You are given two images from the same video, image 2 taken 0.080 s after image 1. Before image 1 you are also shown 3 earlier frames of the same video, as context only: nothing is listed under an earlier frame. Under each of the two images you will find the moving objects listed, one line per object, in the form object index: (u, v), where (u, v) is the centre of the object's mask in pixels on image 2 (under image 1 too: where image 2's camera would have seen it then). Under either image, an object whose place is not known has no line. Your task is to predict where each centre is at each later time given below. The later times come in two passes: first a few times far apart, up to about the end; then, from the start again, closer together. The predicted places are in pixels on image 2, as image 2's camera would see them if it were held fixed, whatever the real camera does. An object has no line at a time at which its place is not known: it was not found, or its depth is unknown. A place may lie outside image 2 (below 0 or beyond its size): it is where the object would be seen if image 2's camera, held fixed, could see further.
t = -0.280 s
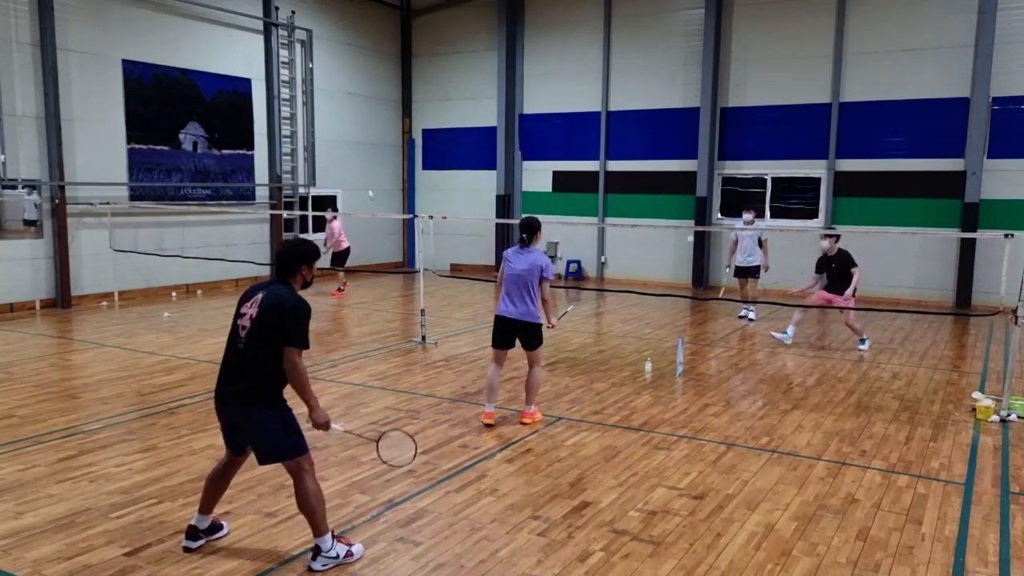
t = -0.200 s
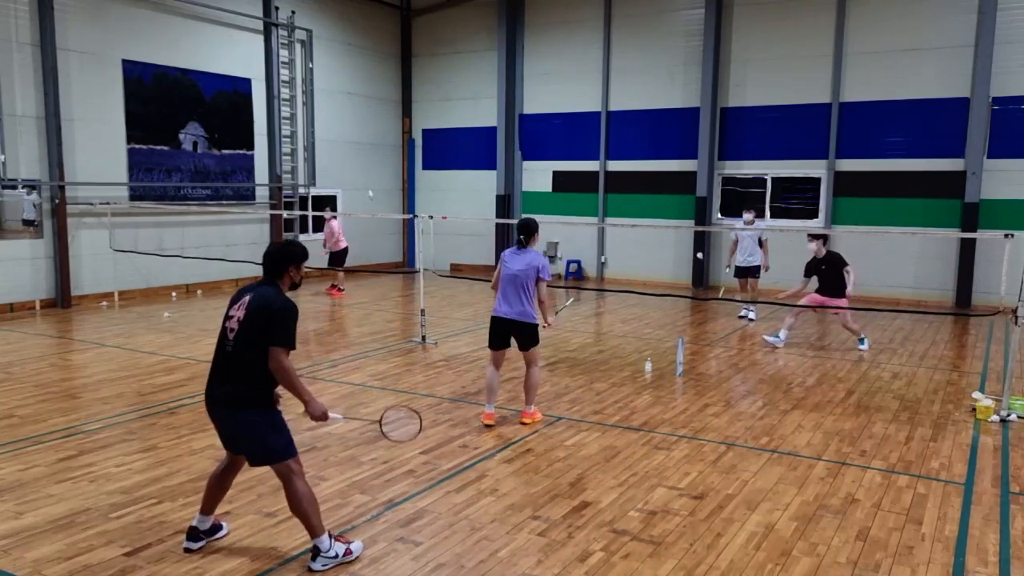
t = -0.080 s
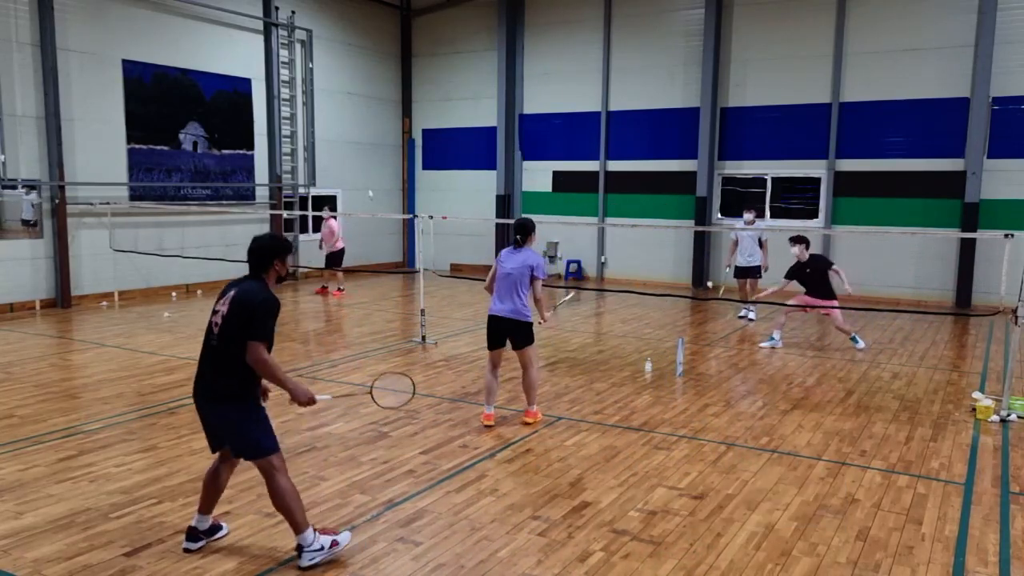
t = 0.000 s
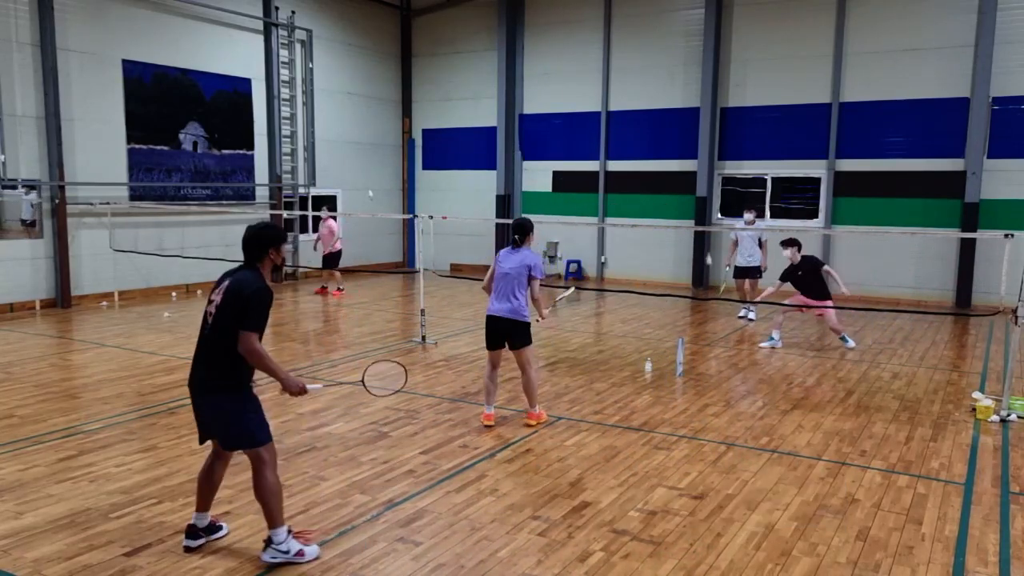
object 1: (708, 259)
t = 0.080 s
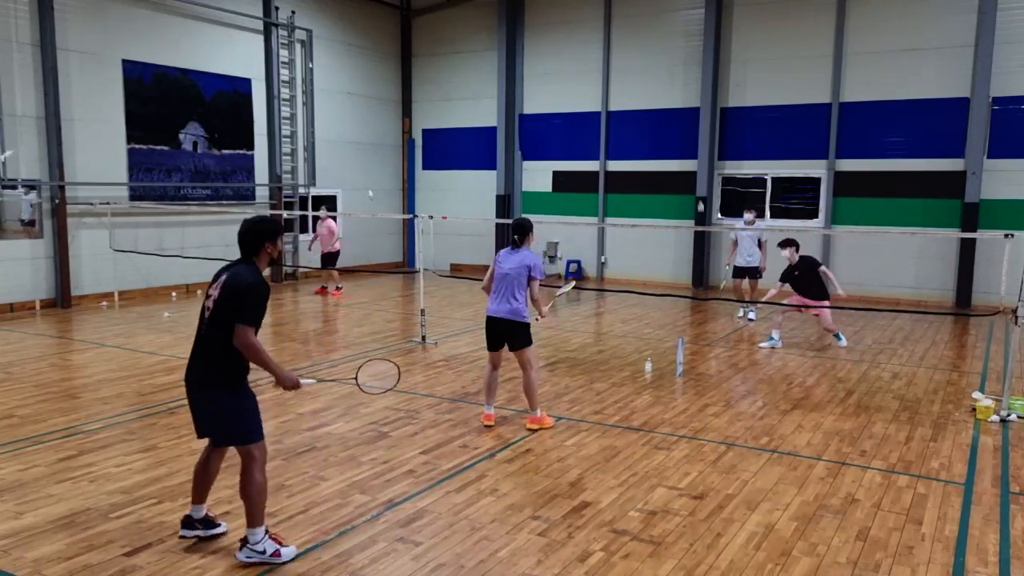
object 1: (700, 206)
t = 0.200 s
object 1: (686, 134)
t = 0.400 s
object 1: (664, 54)
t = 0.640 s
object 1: (626, 20)
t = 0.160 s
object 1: (692, 156)
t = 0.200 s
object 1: (686, 134)
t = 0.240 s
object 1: (683, 117)
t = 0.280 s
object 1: (679, 98)
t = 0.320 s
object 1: (674, 81)
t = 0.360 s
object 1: (668, 65)
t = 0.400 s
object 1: (664, 54)
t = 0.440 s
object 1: (658, 43)
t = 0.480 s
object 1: (652, 33)
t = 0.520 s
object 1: (645, 25)
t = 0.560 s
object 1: (639, 21)
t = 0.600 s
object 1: (633, 19)
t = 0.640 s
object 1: (626, 20)
